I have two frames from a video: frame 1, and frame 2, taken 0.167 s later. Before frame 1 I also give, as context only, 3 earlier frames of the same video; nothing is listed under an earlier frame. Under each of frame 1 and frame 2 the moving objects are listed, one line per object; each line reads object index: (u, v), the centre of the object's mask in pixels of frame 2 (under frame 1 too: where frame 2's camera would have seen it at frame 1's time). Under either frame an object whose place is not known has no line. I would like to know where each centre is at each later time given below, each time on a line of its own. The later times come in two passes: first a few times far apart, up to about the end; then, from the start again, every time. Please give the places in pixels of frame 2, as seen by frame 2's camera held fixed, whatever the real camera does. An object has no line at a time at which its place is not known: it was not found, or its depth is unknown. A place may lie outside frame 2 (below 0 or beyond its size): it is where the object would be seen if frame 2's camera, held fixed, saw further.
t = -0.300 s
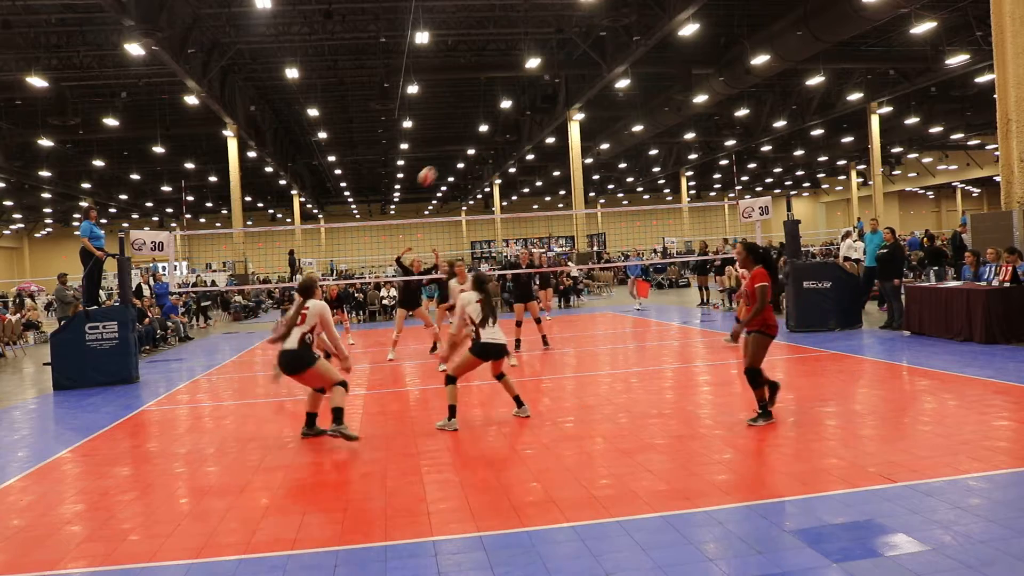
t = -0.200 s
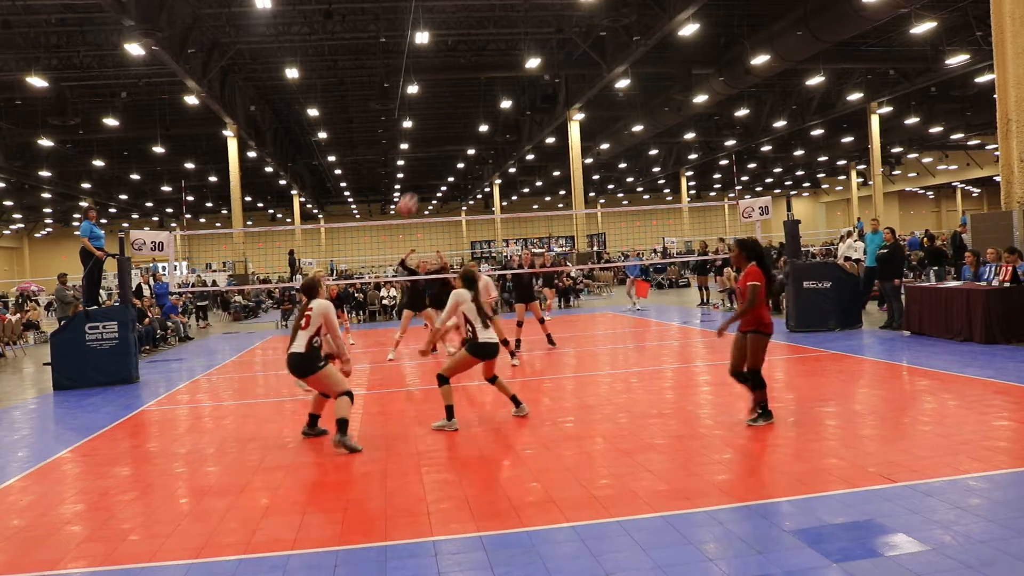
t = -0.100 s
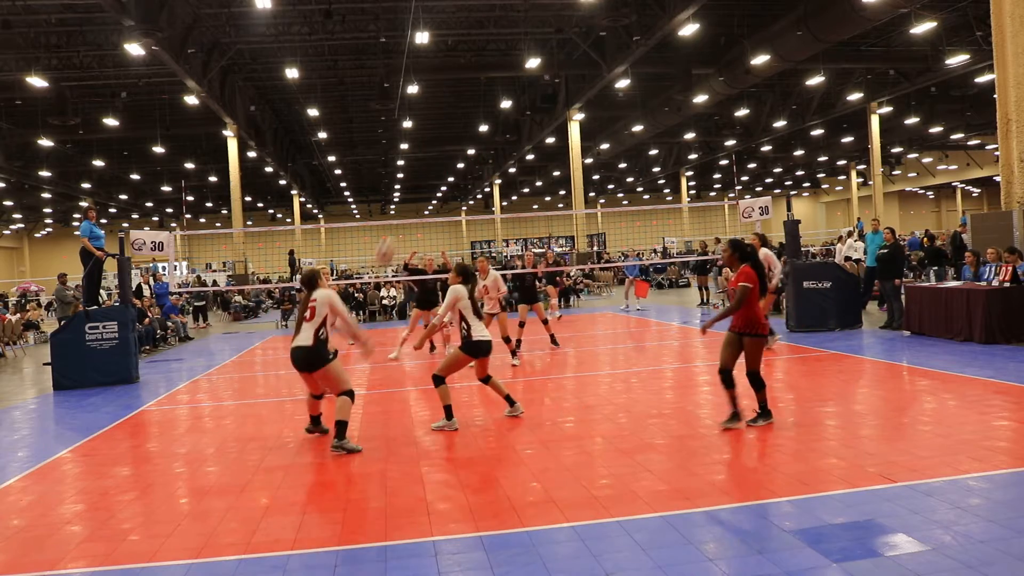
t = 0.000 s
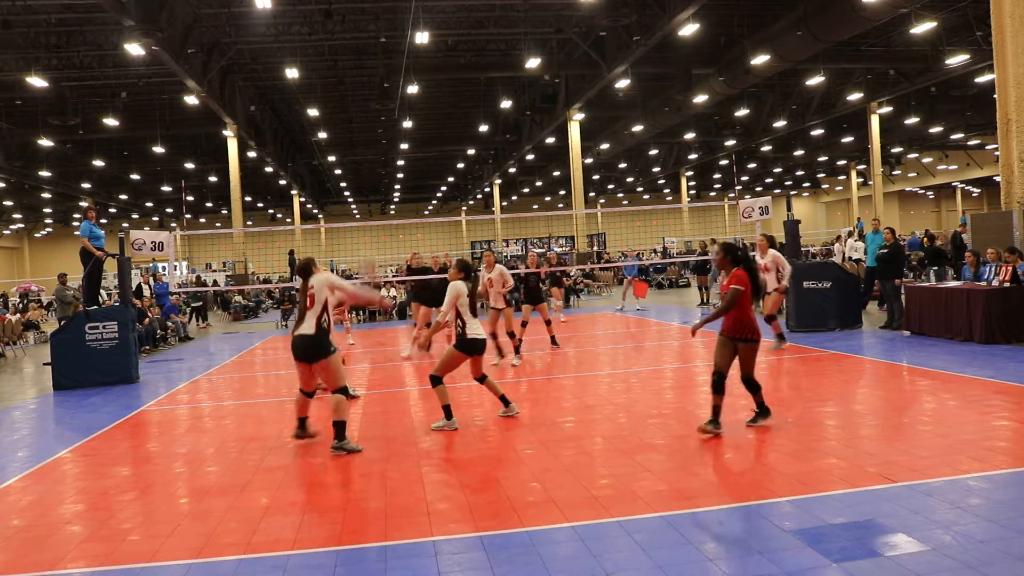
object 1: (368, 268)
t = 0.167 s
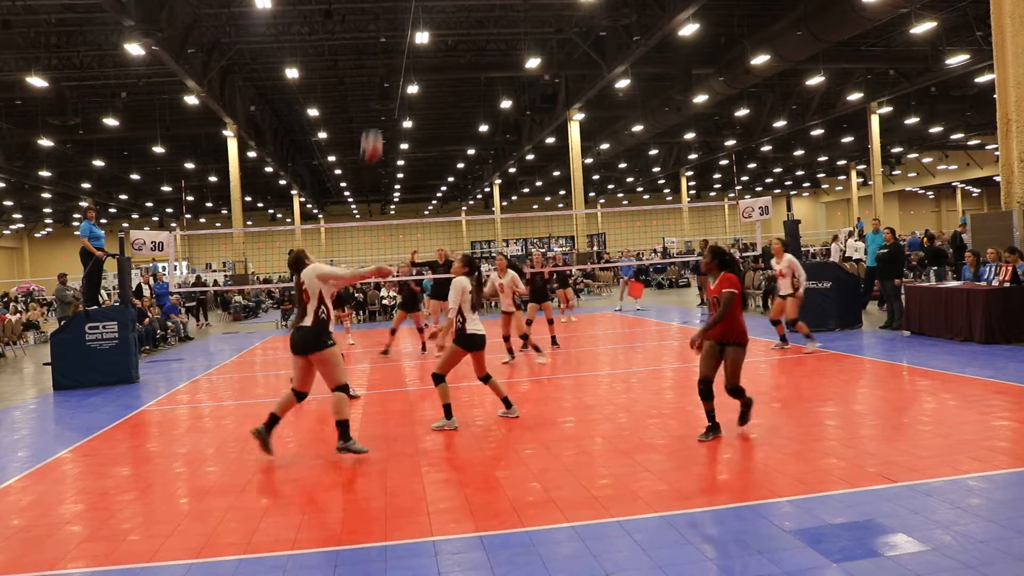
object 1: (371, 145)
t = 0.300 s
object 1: (375, 81)
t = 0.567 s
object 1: (382, 22)
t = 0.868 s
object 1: (391, 34)
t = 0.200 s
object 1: (372, 127)
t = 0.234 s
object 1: (373, 110)
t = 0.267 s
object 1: (374, 95)
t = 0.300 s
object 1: (375, 81)
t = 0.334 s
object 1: (375, 70)
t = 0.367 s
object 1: (376, 58)
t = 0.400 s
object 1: (377, 49)
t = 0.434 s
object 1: (378, 41)
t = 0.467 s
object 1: (379, 35)
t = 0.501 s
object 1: (380, 29)
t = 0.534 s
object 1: (381, 25)
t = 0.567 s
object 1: (382, 22)
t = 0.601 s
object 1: (383, 20)
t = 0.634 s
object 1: (384, 18)
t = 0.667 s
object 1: (385, 18)
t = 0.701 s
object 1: (386, 19)
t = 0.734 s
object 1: (387, 20)
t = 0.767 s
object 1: (388, 22)
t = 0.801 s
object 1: (389, 25)
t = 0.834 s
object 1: (390, 29)
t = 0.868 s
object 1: (391, 34)
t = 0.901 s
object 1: (393, 39)
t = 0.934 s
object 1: (394, 46)
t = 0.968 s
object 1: (395, 53)
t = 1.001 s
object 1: (396, 60)
